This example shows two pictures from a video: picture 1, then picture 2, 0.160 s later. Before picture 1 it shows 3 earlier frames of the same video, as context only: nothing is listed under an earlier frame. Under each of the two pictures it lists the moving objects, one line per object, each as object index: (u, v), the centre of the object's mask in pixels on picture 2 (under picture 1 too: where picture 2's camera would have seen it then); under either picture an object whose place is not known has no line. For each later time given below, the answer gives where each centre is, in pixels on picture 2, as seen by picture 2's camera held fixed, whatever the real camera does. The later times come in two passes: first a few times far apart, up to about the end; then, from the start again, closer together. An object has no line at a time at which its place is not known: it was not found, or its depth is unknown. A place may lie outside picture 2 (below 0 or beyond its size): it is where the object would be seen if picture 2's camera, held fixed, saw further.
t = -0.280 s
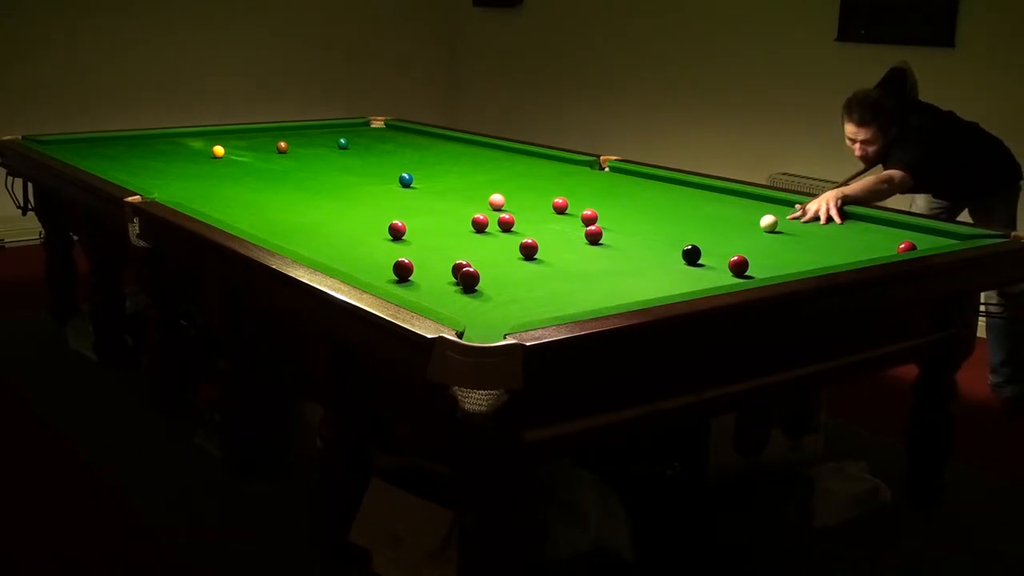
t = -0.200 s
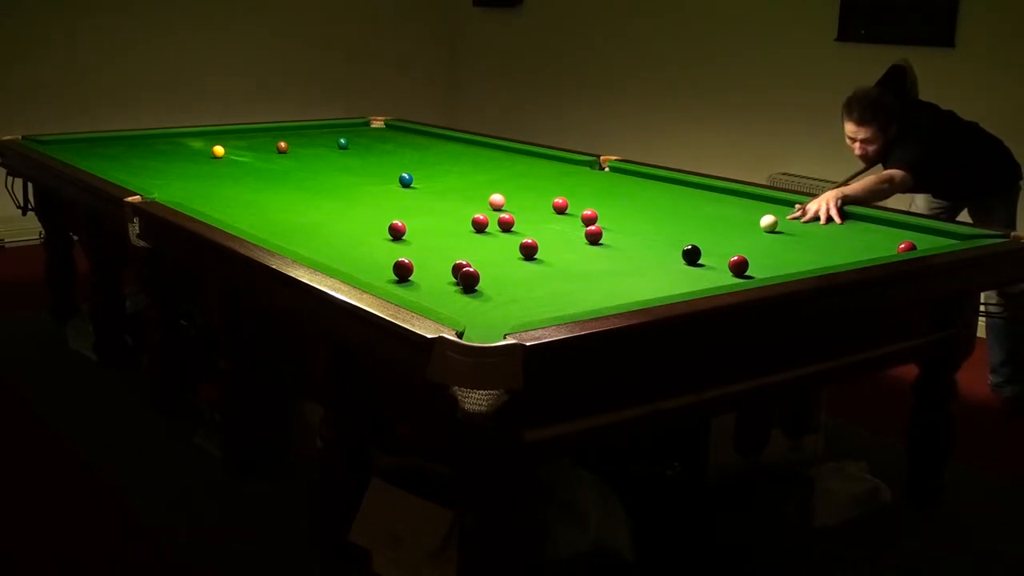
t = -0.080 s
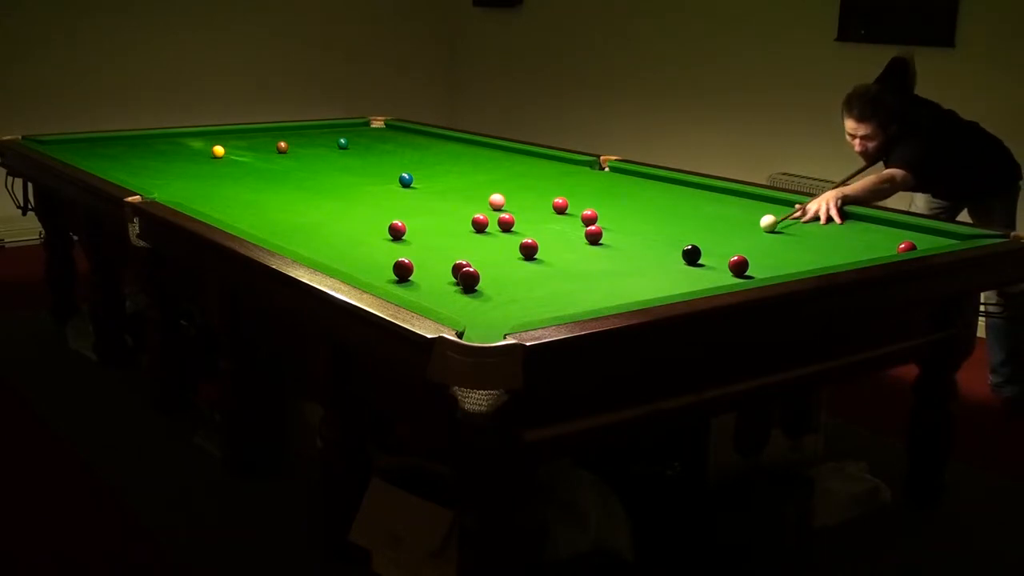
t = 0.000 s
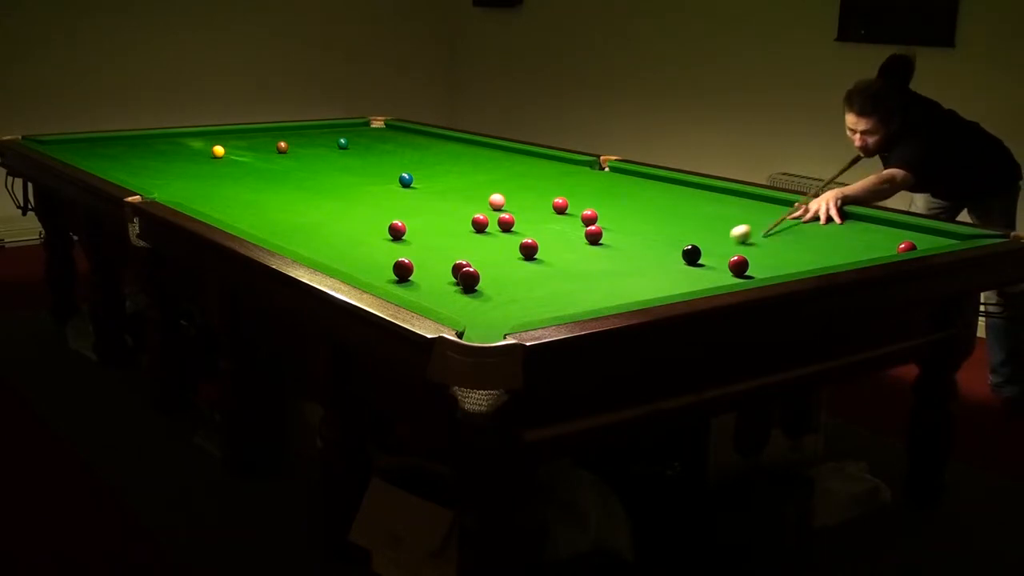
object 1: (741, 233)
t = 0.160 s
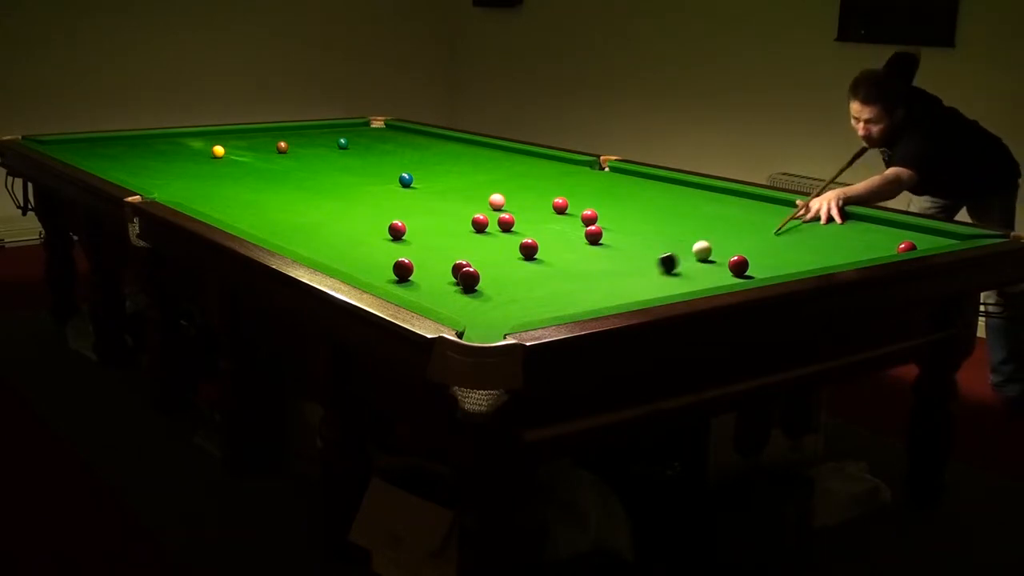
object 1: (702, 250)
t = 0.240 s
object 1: (706, 249)
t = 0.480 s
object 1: (720, 245)
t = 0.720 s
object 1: (732, 243)
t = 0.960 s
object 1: (741, 240)
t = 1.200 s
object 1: (750, 238)
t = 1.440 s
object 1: (756, 236)
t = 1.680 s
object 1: (762, 235)
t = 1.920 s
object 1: (767, 234)
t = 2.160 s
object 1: (771, 233)
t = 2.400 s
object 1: (773, 233)
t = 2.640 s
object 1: (773, 233)
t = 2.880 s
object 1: (773, 233)
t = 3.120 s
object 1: (773, 232)
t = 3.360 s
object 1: (773, 232)
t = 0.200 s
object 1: (704, 250)
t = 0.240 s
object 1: (706, 249)
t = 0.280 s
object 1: (709, 248)
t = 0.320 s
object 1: (711, 248)
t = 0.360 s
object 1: (713, 247)
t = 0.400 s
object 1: (716, 247)
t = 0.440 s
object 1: (718, 246)
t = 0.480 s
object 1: (720, 245)
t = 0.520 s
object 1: (722, 245)
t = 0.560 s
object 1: (724, 244)
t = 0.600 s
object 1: (726, 244)
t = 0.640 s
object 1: (728, 243)
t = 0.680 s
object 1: (730, 243)
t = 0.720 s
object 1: (732, 243)
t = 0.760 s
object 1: (733, 242)
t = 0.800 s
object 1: (735, 241)
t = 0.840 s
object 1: (737, 241)
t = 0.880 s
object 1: (738, 241)
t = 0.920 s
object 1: (740, 241)
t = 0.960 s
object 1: (741, 240)
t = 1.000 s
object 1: (743, 240)
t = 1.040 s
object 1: (744, 239)
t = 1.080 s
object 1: (746, 239)
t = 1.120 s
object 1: (747, 239)
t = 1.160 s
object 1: (748, 238)
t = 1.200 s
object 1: (750, 238)
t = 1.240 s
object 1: (751, 238)
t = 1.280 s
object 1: (752, 237)
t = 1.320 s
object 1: (753, 237)
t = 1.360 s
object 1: (754, 237)
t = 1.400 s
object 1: (755, 236)
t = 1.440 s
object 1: (756, 236)
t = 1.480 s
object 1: (757, 236)
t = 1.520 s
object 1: (758, 236)
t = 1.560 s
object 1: (759, 235)
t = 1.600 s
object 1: (760, 235)
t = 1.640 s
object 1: (761, 235)
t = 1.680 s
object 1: (762, 235)
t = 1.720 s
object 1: (763, 235)
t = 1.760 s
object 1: (764, 234)
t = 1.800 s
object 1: (765, 234)
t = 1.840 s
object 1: (765, 234)
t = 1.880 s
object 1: (766, 234)
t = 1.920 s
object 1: (767, 234)
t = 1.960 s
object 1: (768, 234)
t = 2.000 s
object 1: (768, 233)
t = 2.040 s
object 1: (769, 233)
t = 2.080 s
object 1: (770, 233)
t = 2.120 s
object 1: (770, 233)
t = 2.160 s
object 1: (771, 233)
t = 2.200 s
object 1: (771, 233)
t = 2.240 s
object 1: (771, 233)
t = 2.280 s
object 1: (772, 233)
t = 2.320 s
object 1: (772, 233)
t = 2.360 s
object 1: (772, 233)
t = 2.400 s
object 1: (773, 233)
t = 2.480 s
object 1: (773, 233)
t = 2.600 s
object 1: (773, 233)
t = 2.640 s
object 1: (773, 233)
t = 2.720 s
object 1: (773, 232)
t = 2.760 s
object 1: (773, 232)
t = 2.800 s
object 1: (773, 232)
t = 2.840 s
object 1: (773, 232)
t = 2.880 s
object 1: (773, 233)
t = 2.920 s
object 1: (773, 233)
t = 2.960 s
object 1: (773, 233)
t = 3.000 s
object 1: (773, 232)
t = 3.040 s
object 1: (773, 232)
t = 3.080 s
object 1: (773, 232)
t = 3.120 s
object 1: (773, 232)
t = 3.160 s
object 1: (773, 232)
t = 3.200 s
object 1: (773, 232)
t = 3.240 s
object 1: (773, 232)
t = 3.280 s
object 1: (773, 232)
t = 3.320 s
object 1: (773, 232)
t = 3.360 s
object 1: (773, 232)
